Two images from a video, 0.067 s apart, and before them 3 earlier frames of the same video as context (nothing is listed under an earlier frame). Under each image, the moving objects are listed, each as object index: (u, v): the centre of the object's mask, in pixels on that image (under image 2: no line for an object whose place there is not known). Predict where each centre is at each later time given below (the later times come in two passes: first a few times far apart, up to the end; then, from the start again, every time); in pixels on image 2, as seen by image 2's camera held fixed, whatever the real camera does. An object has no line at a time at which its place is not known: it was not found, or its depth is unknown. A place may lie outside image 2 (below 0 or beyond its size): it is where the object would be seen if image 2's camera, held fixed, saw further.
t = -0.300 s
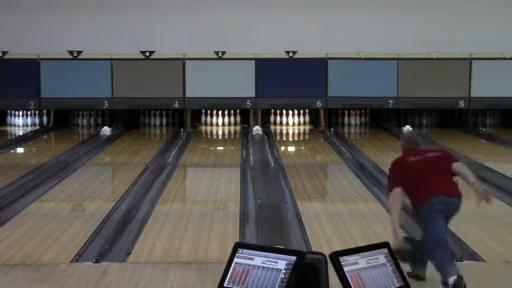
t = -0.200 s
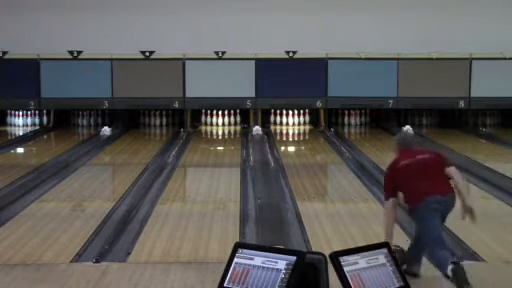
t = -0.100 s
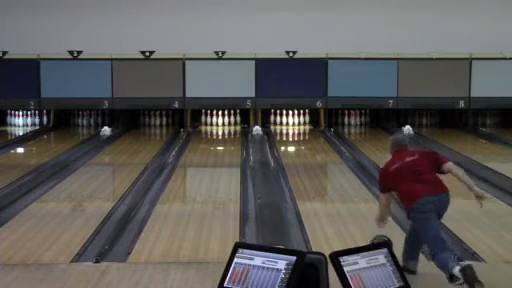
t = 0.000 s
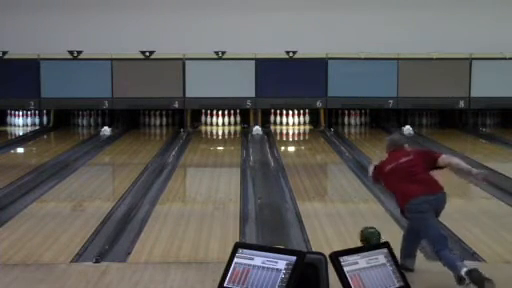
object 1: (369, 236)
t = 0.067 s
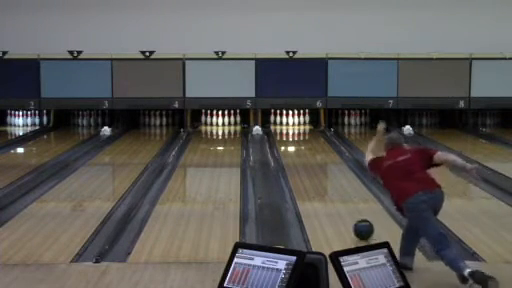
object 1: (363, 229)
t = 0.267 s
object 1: (347, 209)
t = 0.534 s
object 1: (329, 188)
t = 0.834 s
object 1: (315, 172)
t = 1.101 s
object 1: (306, 159)
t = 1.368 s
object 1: (298, 150)
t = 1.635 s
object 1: (292, 141)
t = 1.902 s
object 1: (289, 134)
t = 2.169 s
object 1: (287, 129)
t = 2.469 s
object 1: (288, 124)
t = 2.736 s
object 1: (289, 120)
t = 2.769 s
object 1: (291, 120)
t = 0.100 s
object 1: (360, 225)
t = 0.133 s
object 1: (357, 222)
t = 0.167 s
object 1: (354, 218)
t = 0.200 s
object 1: (352, 215)
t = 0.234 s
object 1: (349, 212)
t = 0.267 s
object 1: (347, 209)
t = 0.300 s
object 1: (344, 206)
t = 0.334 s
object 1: (342, 203)
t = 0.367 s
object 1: (339, 200)
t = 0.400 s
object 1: (337, 198)
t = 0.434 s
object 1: (335, 196)
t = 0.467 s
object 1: (333, 193)
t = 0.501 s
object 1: (331, 191)
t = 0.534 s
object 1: (329, 188)
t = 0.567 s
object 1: (327, 186)
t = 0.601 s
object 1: (326, 184)
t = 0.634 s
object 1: (324, 183)
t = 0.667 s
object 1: (322, 181)
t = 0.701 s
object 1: (321, 179)
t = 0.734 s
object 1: (320, 177)
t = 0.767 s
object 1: (318, 175)
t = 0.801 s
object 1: (317, 173)
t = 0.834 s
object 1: (315, 172)
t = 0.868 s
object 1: (314, 170)
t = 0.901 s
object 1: (313, 168)
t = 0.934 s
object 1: (311, 166)
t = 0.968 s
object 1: (310, 165)
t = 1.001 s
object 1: (309, 164)
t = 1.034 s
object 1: (308, 162)
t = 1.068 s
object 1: (307, 161)
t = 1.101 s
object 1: (306, 159)
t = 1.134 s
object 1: (304, 158)
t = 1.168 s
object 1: (303, 157)
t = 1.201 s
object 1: (302, 155)
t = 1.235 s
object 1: (301, 154)
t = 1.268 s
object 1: (301, 153)
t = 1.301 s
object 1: (300, 152)
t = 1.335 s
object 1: (299, 151)
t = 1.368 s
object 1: (298, 150)
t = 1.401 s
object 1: (297, 148)
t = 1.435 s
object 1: (296, 148)
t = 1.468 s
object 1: (296, 147)
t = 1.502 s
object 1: (295, 146)
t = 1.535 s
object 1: (295, 145)
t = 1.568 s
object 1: (293, 143)
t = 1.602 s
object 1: (293, 142)
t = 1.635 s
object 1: (292, 141)
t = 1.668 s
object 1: (291, 139)
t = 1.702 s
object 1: (290, 139)
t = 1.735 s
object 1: (290, 138)
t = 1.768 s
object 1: (289, 137)
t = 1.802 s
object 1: (289, 137)
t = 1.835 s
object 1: (289, 136)
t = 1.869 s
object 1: (289, 135)
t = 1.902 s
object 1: (289, 134)
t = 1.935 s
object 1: (288, 134)
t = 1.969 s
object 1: (288, 133)
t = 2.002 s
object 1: (288, 133)
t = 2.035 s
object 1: (287, 132)
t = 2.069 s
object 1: (287, 131)
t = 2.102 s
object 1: (287, 130)
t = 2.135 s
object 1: (287, 129)
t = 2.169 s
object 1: (287, 129)
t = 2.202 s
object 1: (287, 129)
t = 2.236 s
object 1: (287, 127)
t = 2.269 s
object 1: (287, 127)
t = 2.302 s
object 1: (287, 126)
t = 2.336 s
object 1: (287, 126)
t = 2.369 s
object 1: (287, 126)
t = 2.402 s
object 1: (287, 125)
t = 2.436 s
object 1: (288, 125)
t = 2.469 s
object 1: (288, 124)
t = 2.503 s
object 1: (288, 124)
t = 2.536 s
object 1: (289, 123)
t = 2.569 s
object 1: (289, 122)
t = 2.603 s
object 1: (289, 122)
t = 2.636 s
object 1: (288, 121)
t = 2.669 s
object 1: (288, 121)
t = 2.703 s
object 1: (288, 120)
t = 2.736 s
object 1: (289, 120)
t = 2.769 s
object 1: (291, 120)
